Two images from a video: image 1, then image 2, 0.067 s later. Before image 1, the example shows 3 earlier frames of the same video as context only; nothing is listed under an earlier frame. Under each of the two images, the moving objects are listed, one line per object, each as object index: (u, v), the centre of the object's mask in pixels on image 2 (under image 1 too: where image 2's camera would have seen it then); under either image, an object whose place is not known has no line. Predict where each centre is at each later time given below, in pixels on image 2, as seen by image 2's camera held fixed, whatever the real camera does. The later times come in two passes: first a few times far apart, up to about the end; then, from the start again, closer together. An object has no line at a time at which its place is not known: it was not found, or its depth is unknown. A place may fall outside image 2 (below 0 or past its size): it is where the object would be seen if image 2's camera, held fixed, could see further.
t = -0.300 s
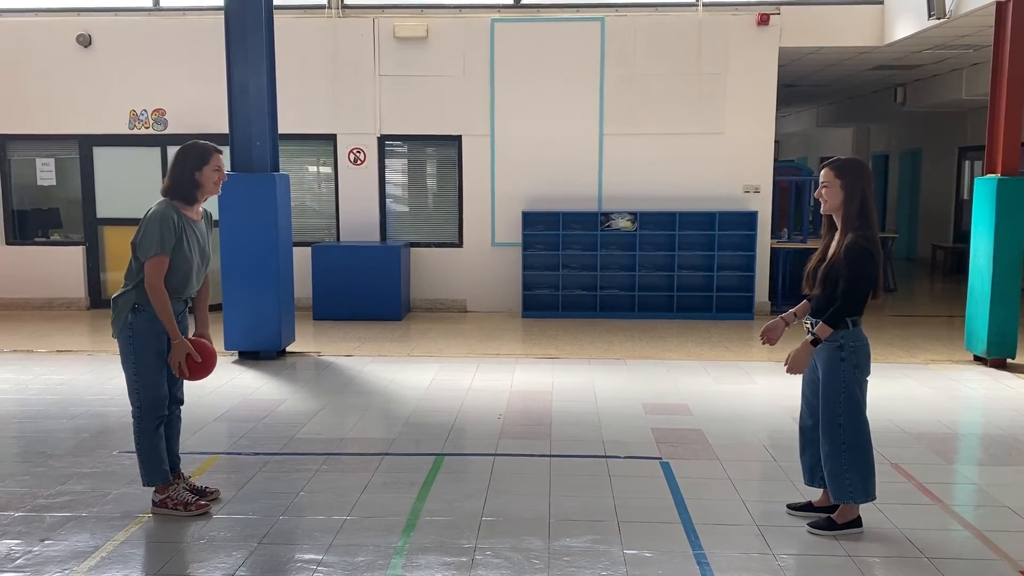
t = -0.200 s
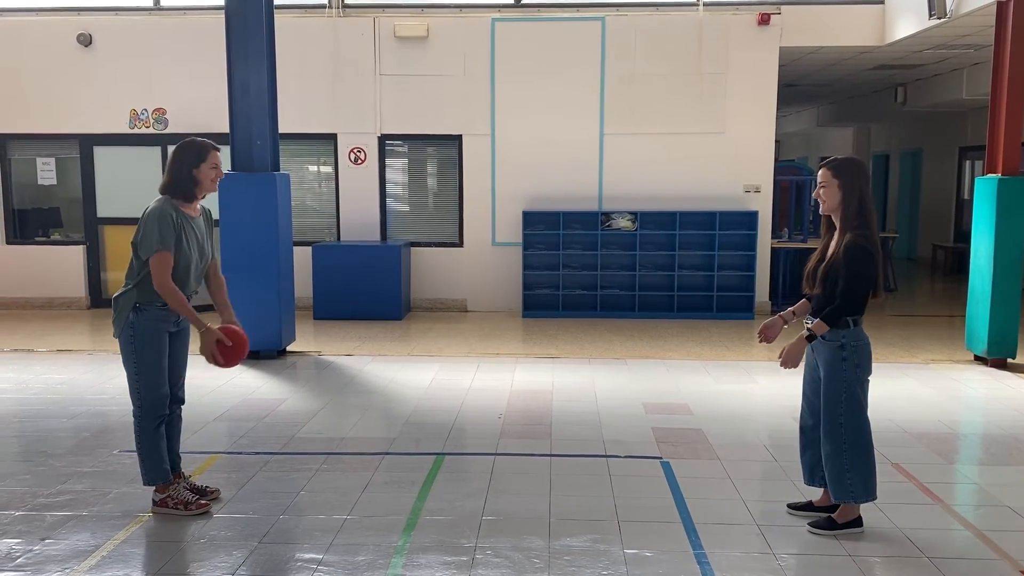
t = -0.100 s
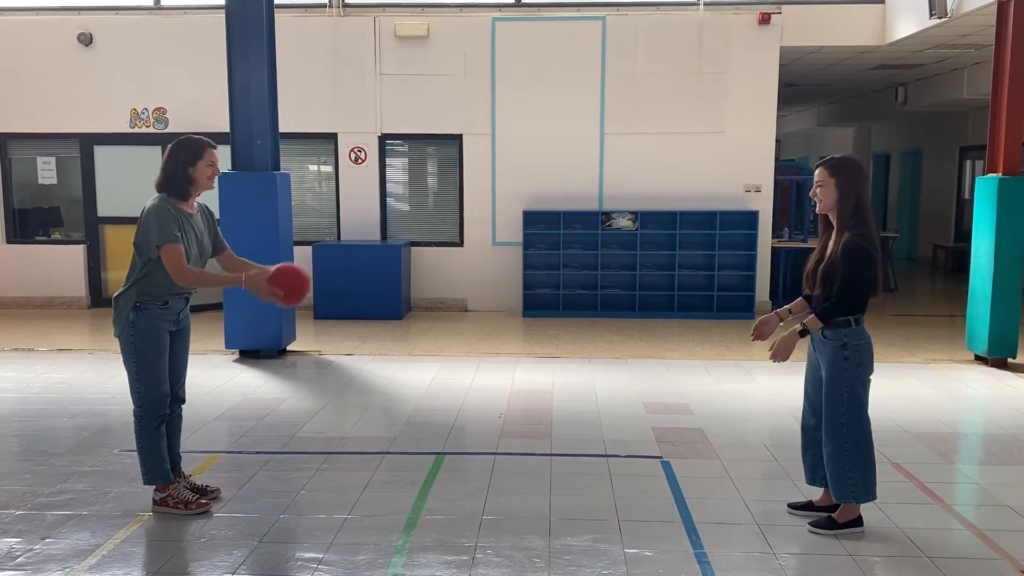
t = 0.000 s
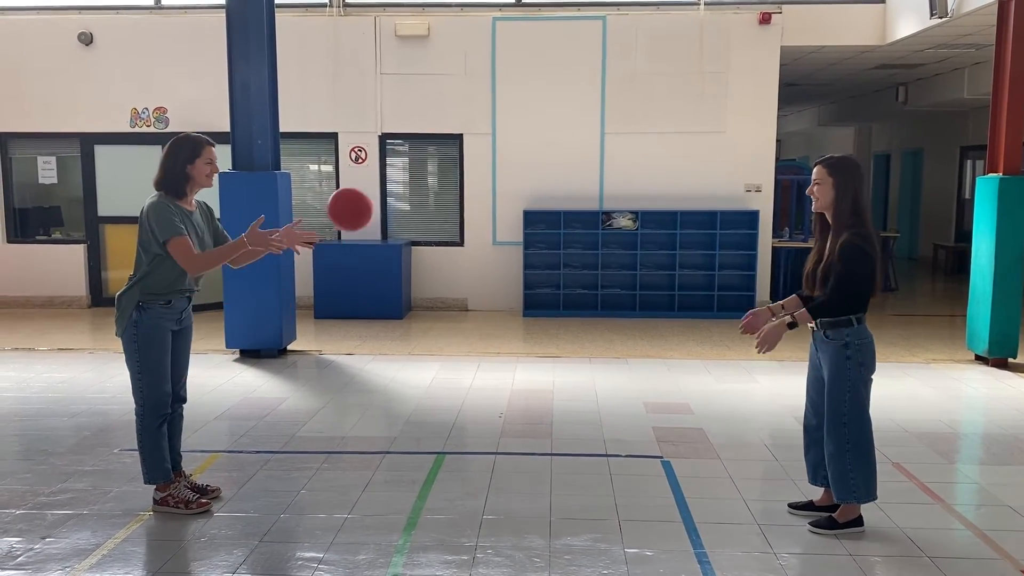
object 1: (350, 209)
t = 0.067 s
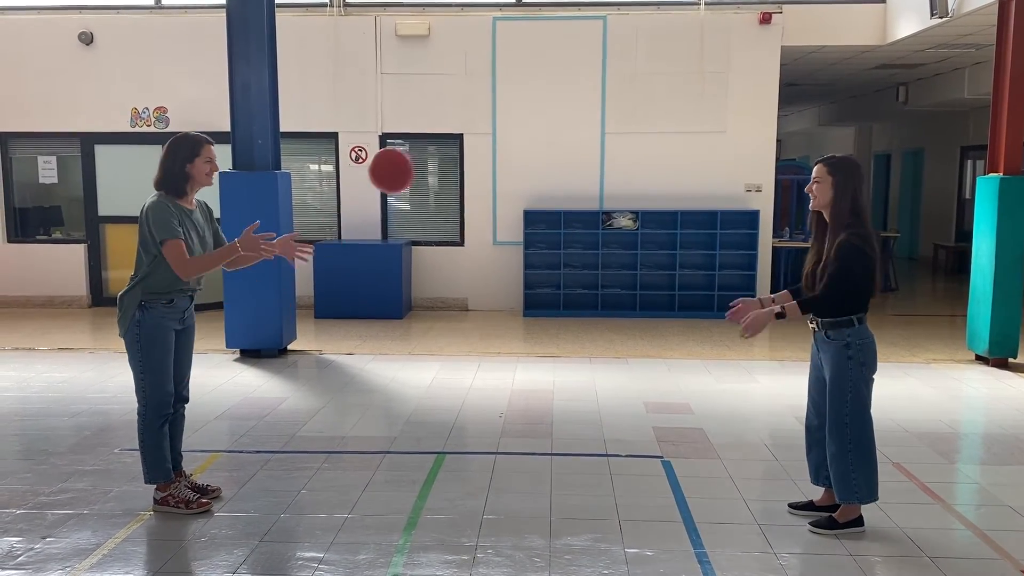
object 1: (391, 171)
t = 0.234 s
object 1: (494, 117)
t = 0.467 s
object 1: (639, 152)
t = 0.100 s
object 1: (412, 155)
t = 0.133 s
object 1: (432, 142)
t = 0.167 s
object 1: (453, 131)
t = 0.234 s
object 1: (494, 117)
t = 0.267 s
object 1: (515, 114)
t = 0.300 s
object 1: (536, 114)
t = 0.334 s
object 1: (557, 116)
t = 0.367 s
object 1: (578, 121)
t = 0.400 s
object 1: (598, 129)
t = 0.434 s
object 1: (619, 139)
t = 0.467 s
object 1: (639, 152)
